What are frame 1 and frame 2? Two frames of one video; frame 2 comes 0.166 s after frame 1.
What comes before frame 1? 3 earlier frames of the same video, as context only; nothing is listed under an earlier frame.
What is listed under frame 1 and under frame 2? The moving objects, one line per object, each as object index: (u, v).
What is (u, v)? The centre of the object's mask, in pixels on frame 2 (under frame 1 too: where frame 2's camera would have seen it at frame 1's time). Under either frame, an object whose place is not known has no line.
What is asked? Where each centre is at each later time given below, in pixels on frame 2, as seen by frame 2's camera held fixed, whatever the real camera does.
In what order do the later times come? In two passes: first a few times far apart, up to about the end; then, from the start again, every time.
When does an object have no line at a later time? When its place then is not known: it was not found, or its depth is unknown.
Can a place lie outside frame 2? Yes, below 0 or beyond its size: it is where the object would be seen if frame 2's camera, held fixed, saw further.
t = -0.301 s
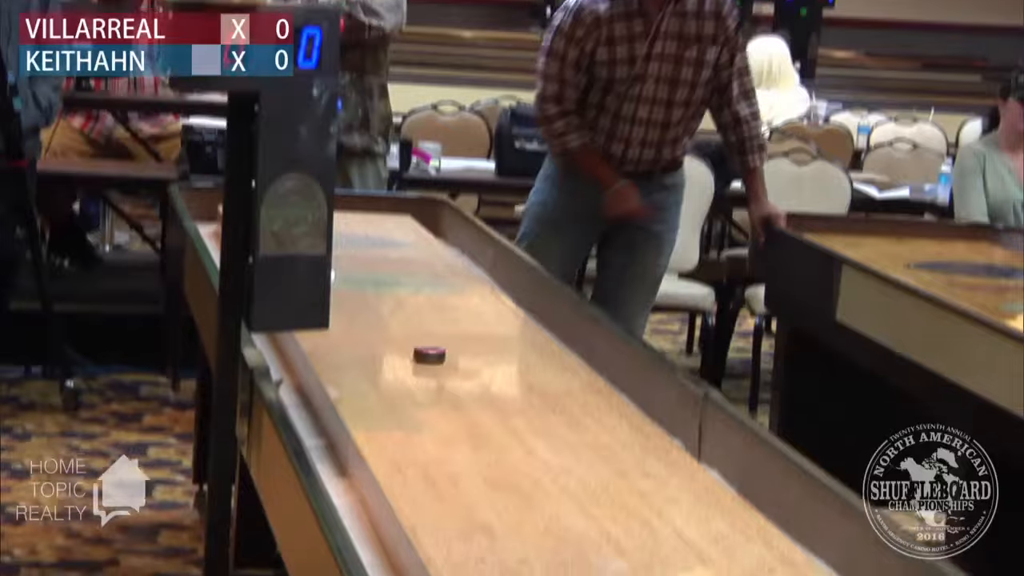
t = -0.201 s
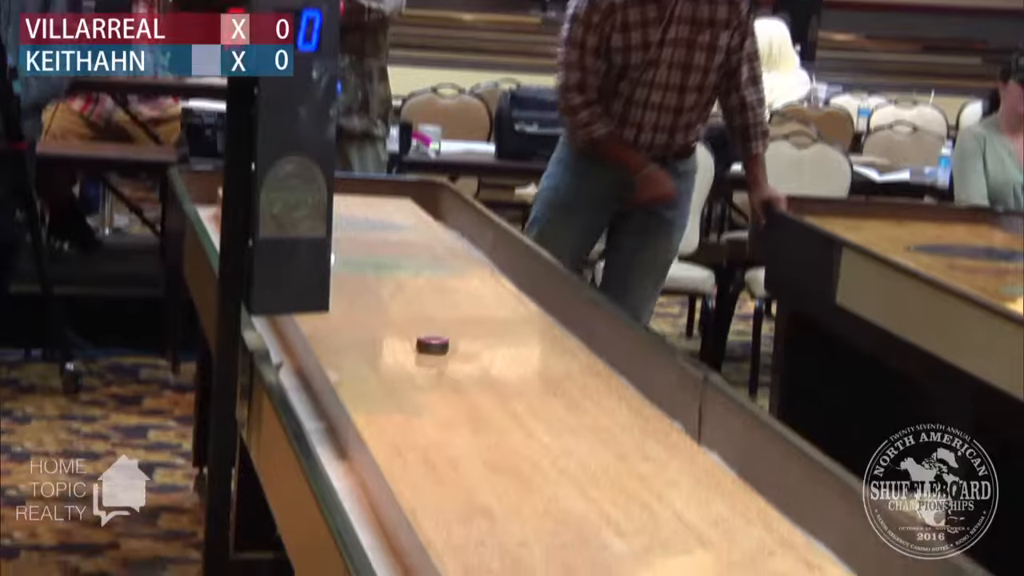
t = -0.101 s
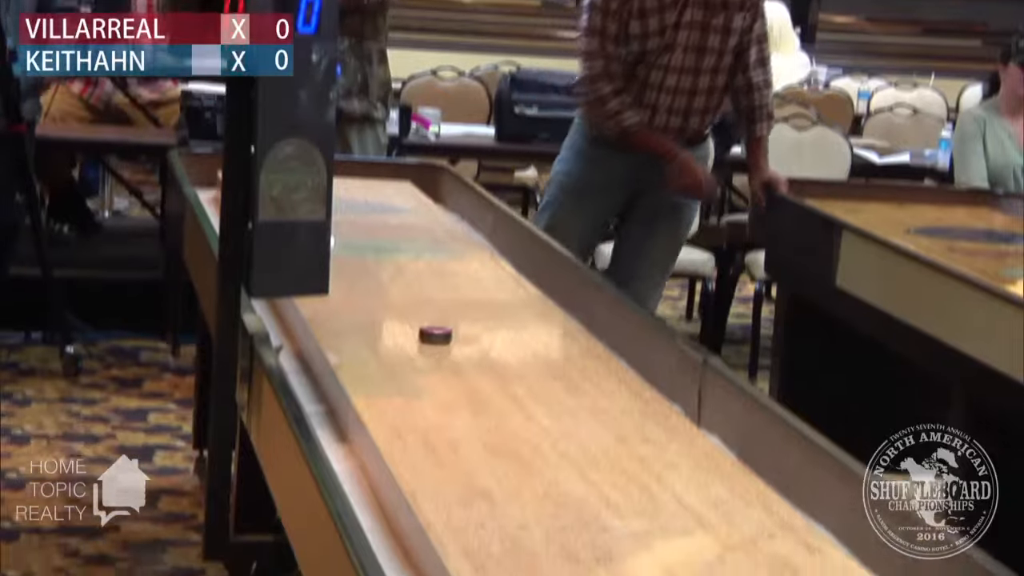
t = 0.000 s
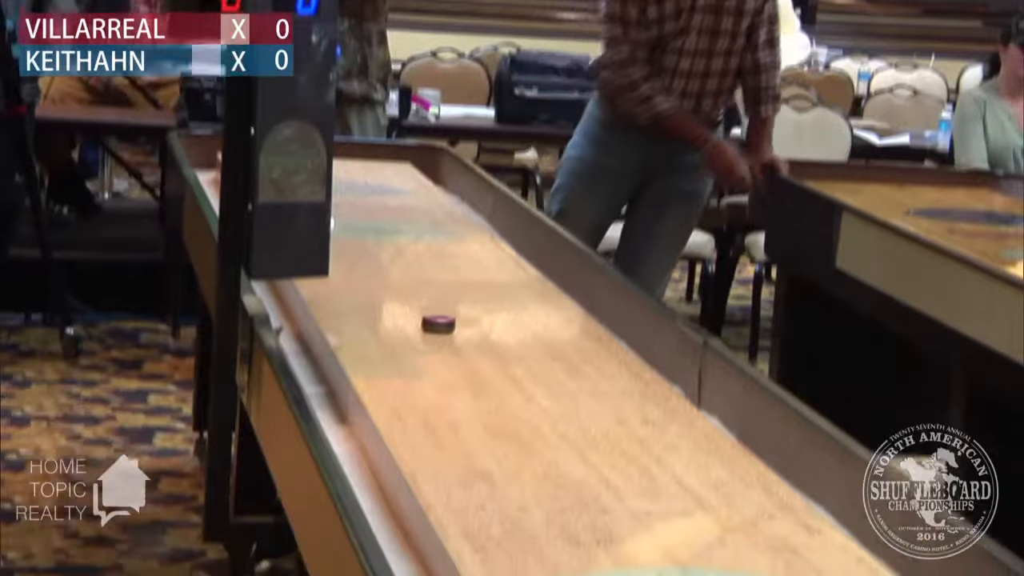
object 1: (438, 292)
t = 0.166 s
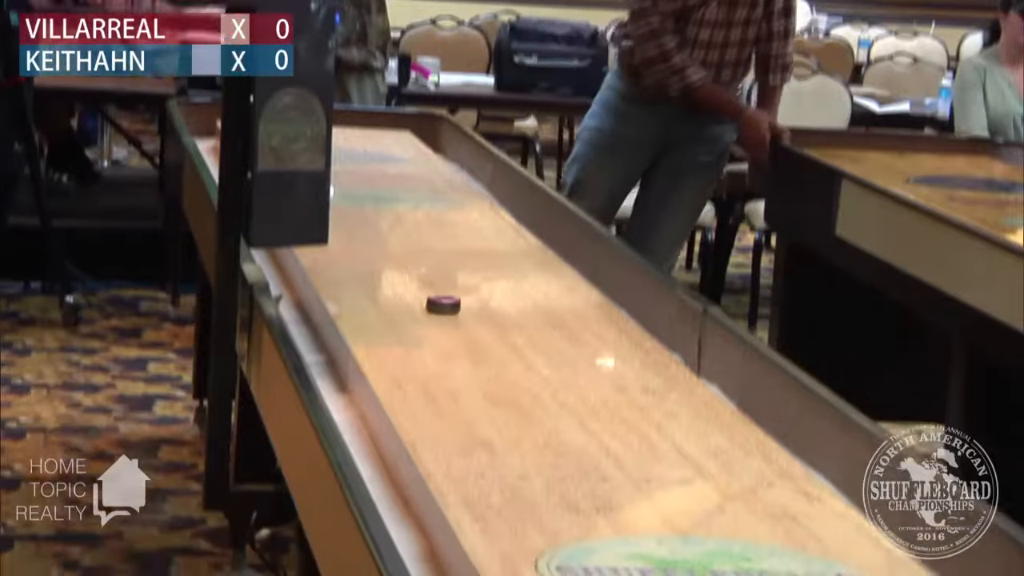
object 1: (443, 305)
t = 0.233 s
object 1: (445, 310)
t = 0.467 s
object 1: (454, 329)
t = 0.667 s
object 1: (462, 345)
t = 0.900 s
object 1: (471, 366)
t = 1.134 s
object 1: (481, 387)
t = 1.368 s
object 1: (492, 409)
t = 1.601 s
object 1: (504, 433)
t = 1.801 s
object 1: (514, 454)
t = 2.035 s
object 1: (528, 479)
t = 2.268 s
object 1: (541, 505)
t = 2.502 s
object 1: (557, 532)
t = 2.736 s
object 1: (572, 561)
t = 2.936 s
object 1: (587, 587)
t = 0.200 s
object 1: (444, 307)
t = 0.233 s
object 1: (445, 310)
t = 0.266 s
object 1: (447, 313)
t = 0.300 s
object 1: (448, 315)
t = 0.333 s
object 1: (449, 318)
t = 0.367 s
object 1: (450, 321)
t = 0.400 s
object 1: (452, 323)
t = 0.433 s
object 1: (453, 326)
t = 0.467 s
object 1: (454, 329)
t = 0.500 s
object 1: (455, 332)
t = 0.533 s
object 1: (456, 334)
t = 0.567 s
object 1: (458, 337)
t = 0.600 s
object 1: (459, 340)
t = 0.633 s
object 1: (460, 343)
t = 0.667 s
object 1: (462, 345)
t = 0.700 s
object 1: (463, 349)
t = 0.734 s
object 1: (464, 351)
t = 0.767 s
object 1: (465, 354)
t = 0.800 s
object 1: (467, 357)
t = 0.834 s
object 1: (468, 360)
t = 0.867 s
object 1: (470, 362)
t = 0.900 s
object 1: (471, 366)
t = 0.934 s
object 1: (473, 368)
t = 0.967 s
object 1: (474, 372)
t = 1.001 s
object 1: (475, 374)
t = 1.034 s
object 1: (477, 378)
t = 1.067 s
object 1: (478, 381)
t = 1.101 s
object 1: (480, 384)
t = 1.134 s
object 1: (481, 387)
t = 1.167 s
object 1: (483, 390)
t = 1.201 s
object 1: (484, 393)
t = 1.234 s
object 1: (486, 397)
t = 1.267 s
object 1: (487, 399)
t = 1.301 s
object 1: (489, 403)
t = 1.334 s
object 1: (490, 406)
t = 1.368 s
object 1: (492, 409)
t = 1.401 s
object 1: (494, 413)
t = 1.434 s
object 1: (495, 416)
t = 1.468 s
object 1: (497, 419)
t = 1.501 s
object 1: (499, 423)
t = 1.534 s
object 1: (500, 426)
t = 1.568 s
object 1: (502, 429)
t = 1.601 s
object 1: (504, 433)
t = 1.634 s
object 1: (505, 436)
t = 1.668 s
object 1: (507, 439)
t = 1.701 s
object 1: (509, 443)
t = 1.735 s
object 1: (511, 446)
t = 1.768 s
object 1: (512, 450)
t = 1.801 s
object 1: (514, 454)
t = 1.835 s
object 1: (516, 457)
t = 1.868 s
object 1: (518, 461)
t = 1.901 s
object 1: (520, 464)
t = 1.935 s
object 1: (522, 468)
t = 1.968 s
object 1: (524, 472)
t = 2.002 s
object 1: (526, 475)
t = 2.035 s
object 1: (528, 479)
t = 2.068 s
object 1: (529, 482)
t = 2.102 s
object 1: (531, 486)
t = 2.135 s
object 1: (533, 490)
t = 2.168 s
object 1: (535, 494)
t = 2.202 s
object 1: (537, 497)
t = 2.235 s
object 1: (539, 501)
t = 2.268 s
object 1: (541, 505)
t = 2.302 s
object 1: (543, 509)
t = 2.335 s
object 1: (545, 513)
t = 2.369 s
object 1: (548, 517)
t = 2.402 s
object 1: (550, 520)
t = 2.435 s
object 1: (552, 524)
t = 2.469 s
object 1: (554, 528)
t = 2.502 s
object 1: (557, 532)
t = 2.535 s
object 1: (559, 536)
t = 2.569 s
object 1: (561, 541)
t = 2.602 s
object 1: (563, 544)
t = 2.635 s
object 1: (566, 548)
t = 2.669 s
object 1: (568, 553)
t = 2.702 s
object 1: (570, 557)
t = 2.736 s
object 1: (572, 561)
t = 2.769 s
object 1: (575, 565)
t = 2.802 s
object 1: (577, 570)
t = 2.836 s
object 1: (580, 574)
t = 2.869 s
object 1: (583, 579)
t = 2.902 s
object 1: (585, 583)
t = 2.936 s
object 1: (587, 587)
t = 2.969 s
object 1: (589, 592)
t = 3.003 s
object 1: (592, 596)
